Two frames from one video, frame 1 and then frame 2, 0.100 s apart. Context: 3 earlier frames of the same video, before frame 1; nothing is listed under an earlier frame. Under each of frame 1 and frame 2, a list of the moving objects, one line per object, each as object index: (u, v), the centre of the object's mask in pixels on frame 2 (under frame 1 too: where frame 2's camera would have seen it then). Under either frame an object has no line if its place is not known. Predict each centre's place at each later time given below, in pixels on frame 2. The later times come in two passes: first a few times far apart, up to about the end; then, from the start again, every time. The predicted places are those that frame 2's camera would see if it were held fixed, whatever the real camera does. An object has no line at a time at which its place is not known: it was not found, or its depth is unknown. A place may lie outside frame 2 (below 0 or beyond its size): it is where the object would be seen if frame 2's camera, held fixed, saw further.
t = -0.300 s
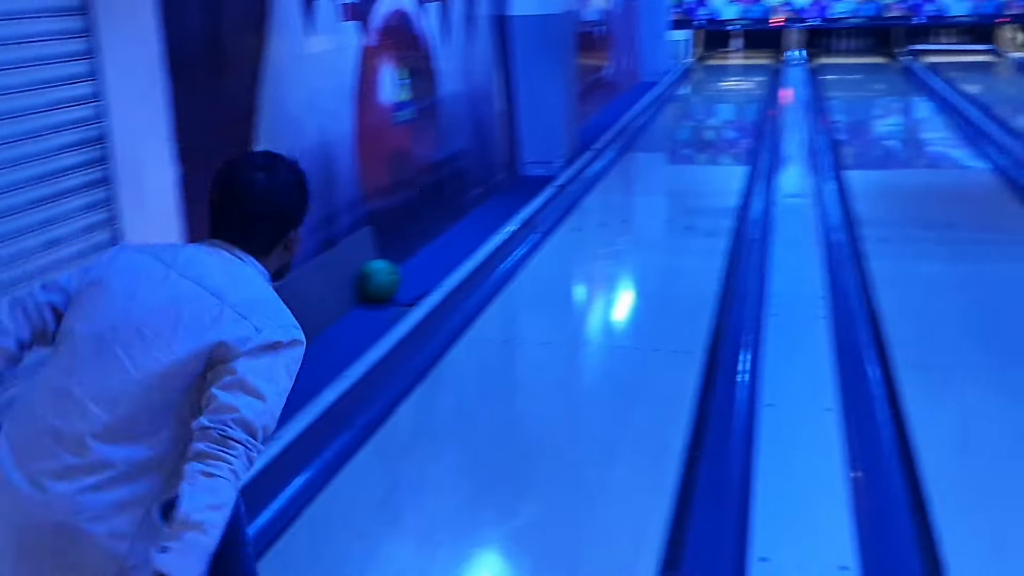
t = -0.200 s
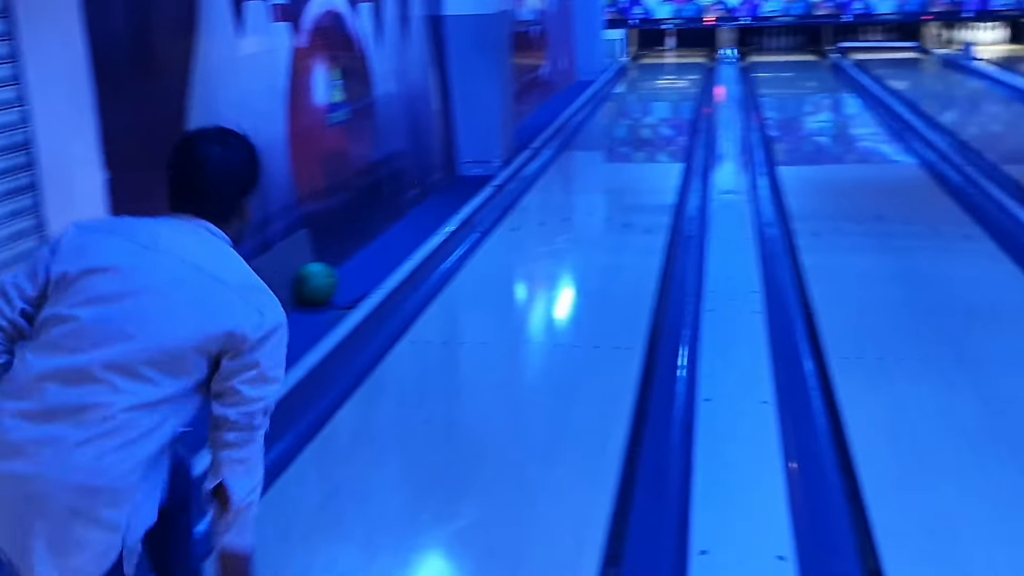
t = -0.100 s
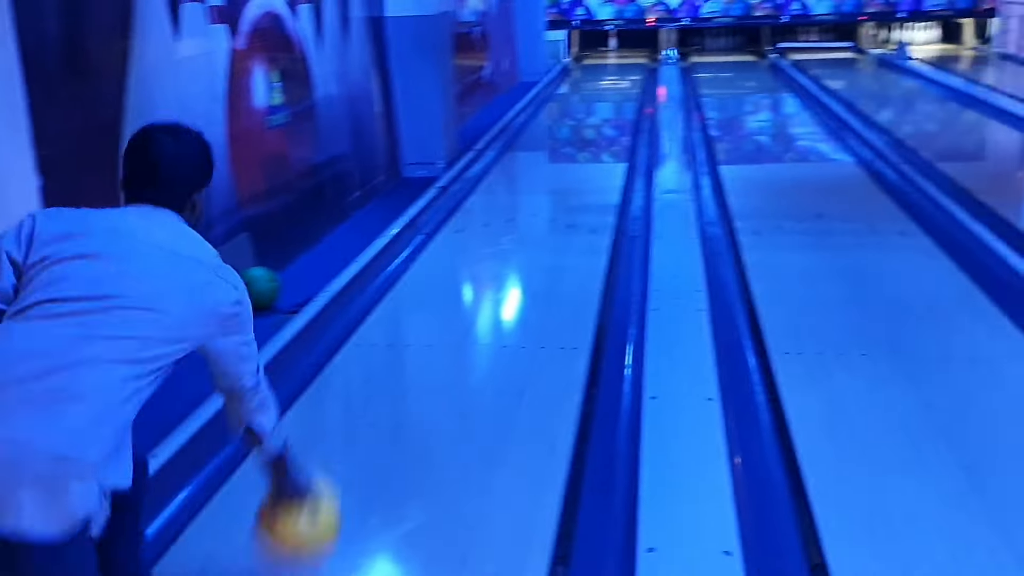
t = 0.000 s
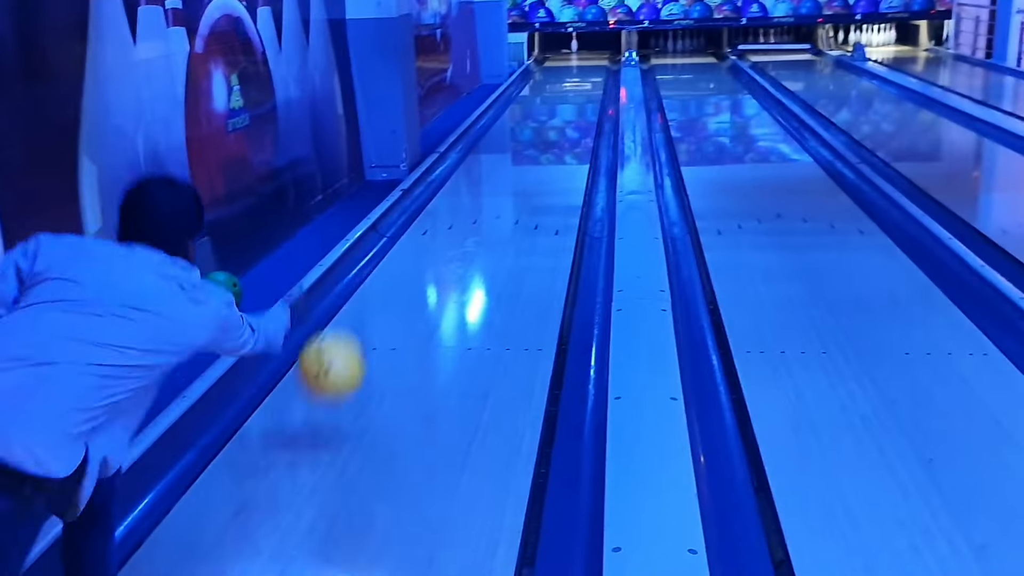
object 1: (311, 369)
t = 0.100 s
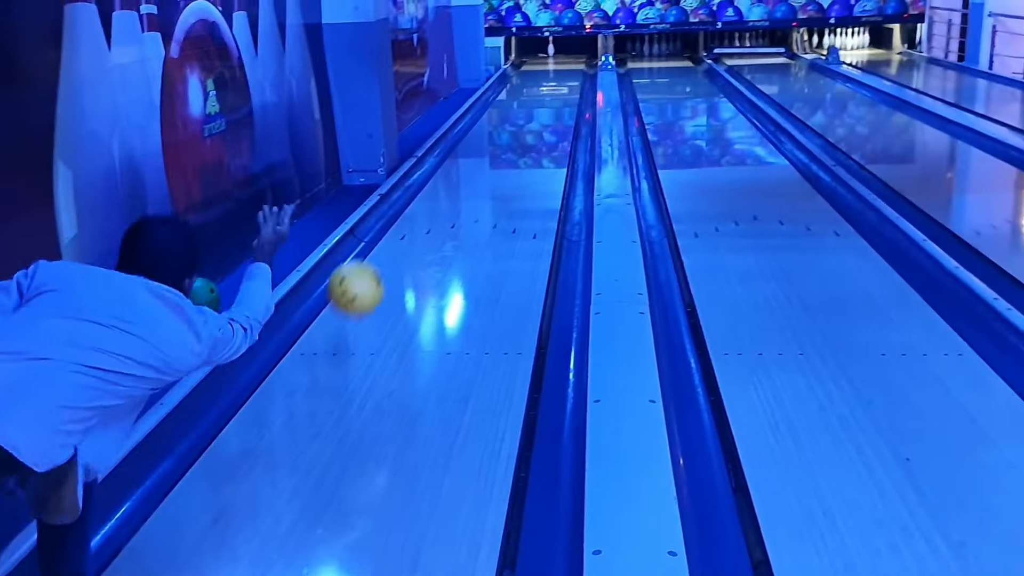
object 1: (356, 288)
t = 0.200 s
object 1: (388, 250)
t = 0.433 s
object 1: (436, 212)
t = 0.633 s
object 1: (458, 169)
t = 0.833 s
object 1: (474, 140)
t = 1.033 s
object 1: (484, 119)
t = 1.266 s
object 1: (494, 101)
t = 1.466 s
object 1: (500, 89)
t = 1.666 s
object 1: (505, 79)
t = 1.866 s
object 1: (506, 76)
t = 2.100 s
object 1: (514, 68)
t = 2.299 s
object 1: (518, 63)
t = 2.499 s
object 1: (524, 58)
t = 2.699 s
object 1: (527, 56)
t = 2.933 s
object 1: (530, 56)
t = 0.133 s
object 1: (368, 271)
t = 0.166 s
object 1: (378, 259)
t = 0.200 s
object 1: (388, 250)
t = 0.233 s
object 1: (397, 245)
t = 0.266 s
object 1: (405, 241)
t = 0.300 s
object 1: (413, 241)
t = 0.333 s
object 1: (419, 241)
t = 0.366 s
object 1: (426, 229)
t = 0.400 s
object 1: (431, 219)
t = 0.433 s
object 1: (436, 212)
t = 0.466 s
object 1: (440, 203)
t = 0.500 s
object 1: (444, 195)
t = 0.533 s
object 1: (448, 188)
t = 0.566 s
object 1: (452, 182)
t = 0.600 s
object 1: (455, 175)
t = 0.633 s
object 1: (458, 169)
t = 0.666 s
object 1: (461, 163)
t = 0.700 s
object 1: (463, 158)
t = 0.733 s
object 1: (466, 153)
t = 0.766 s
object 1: (469, 149)
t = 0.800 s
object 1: (471, 144)
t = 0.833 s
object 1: (474, 140)
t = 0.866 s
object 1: (476, 136)
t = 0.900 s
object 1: (478, 132)
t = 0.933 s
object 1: (480, 129)
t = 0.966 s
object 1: (481, 126)
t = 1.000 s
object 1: (483, 122)
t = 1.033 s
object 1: (484, 119)
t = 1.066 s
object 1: (486, 116)
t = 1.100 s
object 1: (488, 113)
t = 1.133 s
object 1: (489, 111)
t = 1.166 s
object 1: (490, 108)
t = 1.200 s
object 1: (491, 106)
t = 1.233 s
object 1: (493, 103)
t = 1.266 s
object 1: (494, 101)
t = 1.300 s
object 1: (495, 99)
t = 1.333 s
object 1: (496, 97)
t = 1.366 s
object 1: (497, 95)
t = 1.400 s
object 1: (498, 92)
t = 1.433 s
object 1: (499, 91)
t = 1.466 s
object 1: (500, 89)
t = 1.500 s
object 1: (501, 87)
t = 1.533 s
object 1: (502, 85)
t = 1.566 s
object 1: (503, 83)
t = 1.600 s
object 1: (504, 82)
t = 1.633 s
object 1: (505, 80)
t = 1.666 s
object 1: (505, 79)
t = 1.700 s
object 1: (506, 78)
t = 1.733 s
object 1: (506, 77)
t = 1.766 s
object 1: (505, 77)
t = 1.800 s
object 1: (505, 78)
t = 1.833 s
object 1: (505, 77)
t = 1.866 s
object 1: (506, 76)
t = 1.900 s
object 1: (508, 75)
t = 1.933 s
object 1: (509, 74)
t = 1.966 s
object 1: (509, 73)
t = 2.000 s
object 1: (511, 71)
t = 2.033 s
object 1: (512, 70)
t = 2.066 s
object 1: (513, 69)
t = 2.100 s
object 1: (514, 68)
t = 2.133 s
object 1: (515, 67)
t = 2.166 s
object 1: (516, 67)
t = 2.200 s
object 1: (517, 66)
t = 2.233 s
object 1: (517, 65)
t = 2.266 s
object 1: (517, 64)
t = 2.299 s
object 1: (518, 63)
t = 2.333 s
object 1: (520, 62)
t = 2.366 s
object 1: (521, 60)
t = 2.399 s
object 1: (522, 59)
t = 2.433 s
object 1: (522, 59)
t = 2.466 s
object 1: (523, 59)
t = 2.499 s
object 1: (524, 58)
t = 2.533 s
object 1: (525, 57)
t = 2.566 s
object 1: (525, 57)
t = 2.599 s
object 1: (526, 56)
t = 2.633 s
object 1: (526, 56)
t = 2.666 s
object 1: (527, 56)
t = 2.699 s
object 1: (527, 56)
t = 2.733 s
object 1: (528, 56)
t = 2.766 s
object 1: (528, 55)
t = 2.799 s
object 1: (528, 54)
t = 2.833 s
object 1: (529, 54)
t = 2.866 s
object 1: (529, 55)
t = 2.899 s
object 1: (530, 56)
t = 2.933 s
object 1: (530, 56)
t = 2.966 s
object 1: (530, 56)
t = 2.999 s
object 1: (531, 56)
